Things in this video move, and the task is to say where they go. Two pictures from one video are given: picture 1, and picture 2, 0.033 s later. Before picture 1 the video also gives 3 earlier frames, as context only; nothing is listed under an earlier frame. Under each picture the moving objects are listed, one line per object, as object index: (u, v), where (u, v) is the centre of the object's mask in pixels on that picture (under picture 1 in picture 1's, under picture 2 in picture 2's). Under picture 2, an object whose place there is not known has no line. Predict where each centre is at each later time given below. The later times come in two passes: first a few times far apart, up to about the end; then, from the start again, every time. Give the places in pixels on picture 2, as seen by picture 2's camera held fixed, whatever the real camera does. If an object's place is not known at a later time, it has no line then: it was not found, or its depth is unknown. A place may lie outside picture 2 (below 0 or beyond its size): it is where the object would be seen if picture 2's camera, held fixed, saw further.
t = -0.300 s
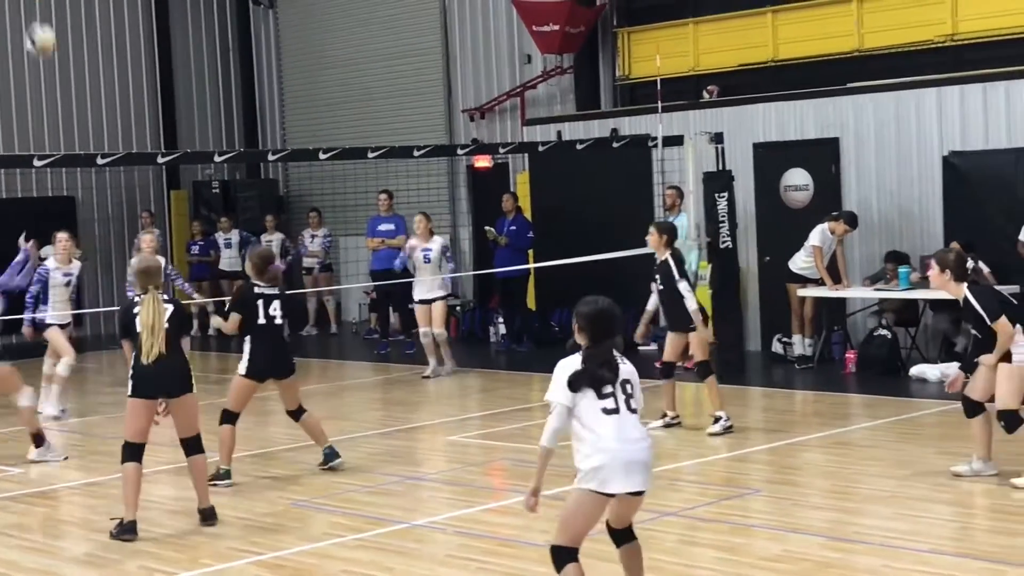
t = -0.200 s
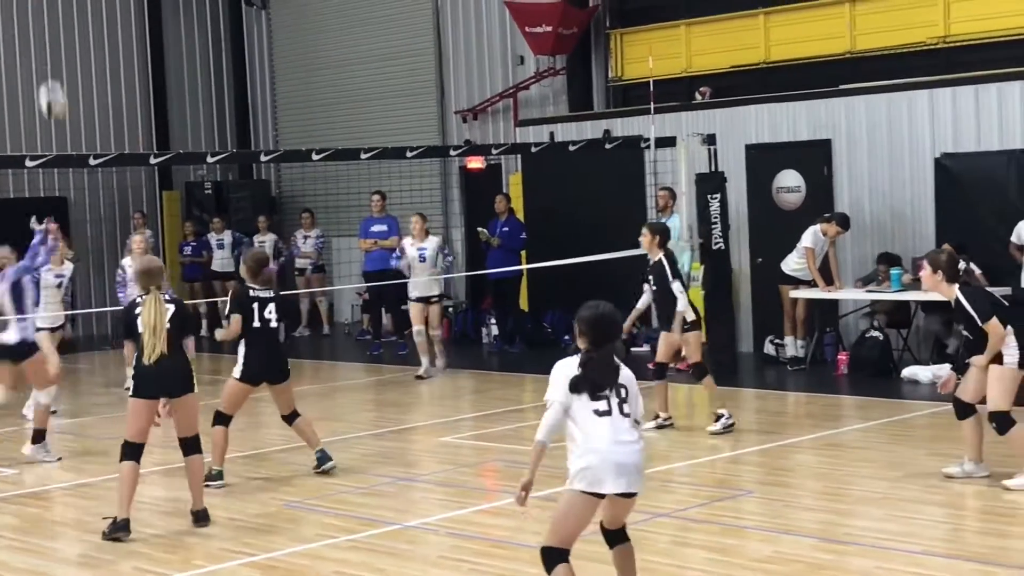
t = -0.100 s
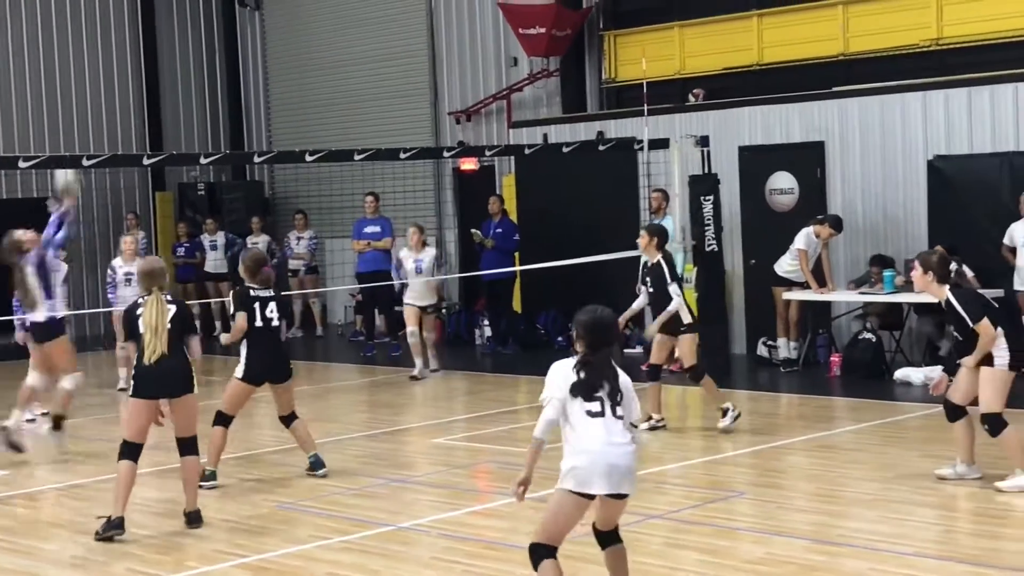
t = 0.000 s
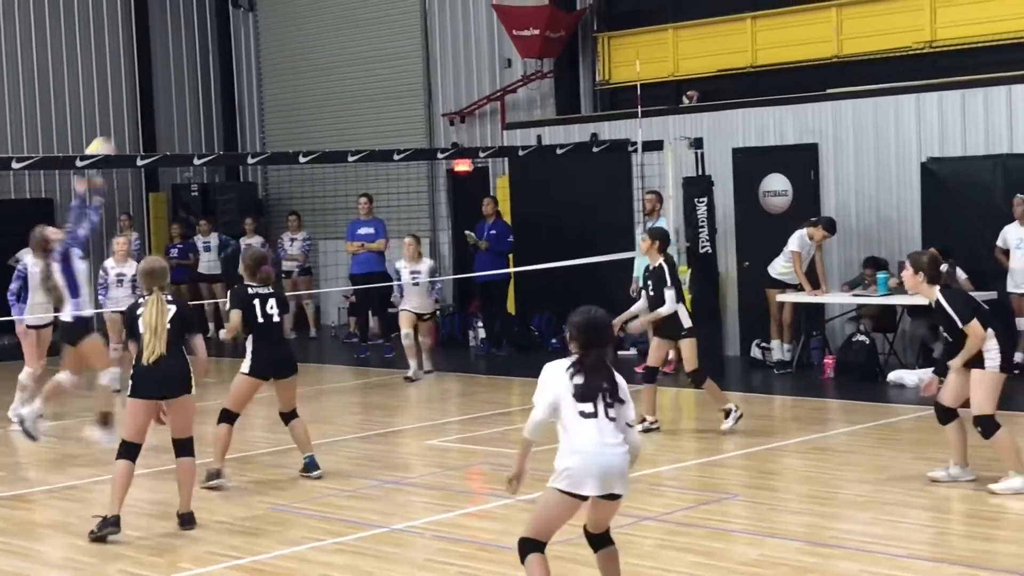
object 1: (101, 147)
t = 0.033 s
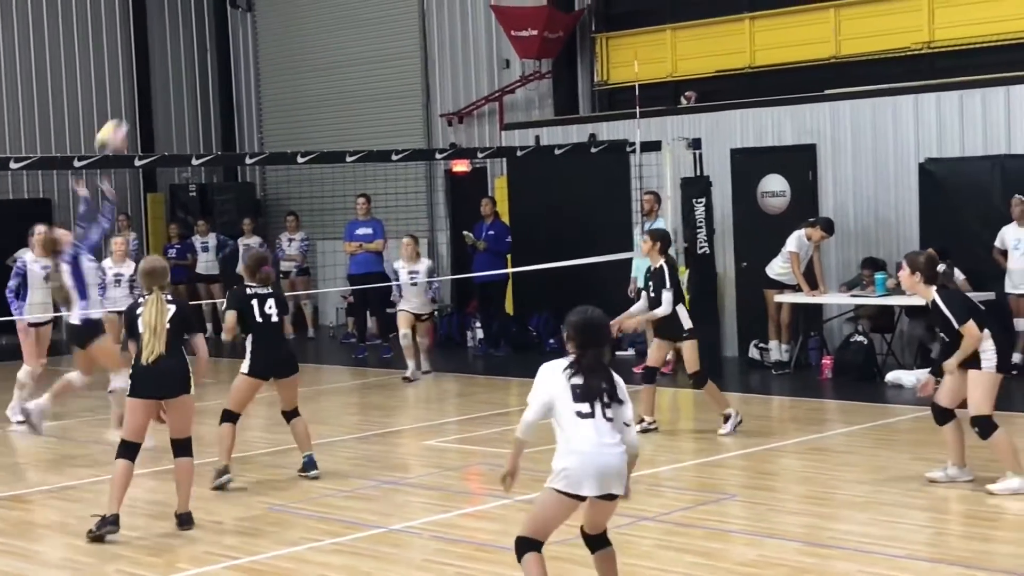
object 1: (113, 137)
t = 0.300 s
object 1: (247, 47)
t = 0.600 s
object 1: (405, 69)
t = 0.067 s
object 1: (129, 120)
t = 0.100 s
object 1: (144, 107)
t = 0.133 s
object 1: (161, 93)
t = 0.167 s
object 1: (177, 80)
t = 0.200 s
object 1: (194, 69)
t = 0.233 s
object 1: (211, 60)
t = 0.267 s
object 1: (228, 53)
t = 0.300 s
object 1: (247, 47)
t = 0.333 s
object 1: (264, 42)
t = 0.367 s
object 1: (280, 40)
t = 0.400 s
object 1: (297, 40)
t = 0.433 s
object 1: (315, 40)
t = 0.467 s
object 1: (333, 41)
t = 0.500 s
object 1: (351, 46)
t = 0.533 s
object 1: (369, 52)
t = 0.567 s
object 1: (387, 59)
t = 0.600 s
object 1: (405, 69)
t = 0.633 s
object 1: (425, 82)
